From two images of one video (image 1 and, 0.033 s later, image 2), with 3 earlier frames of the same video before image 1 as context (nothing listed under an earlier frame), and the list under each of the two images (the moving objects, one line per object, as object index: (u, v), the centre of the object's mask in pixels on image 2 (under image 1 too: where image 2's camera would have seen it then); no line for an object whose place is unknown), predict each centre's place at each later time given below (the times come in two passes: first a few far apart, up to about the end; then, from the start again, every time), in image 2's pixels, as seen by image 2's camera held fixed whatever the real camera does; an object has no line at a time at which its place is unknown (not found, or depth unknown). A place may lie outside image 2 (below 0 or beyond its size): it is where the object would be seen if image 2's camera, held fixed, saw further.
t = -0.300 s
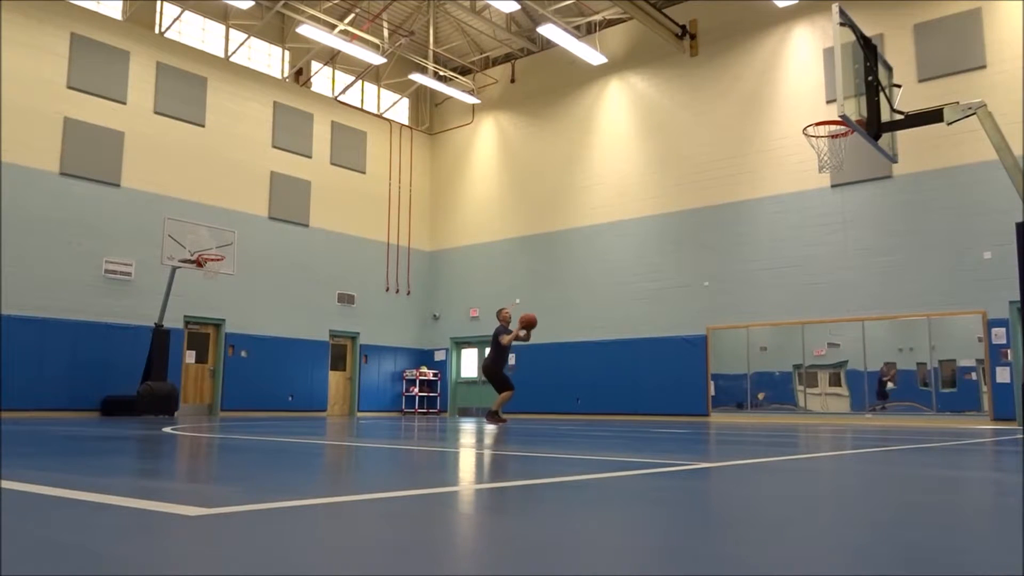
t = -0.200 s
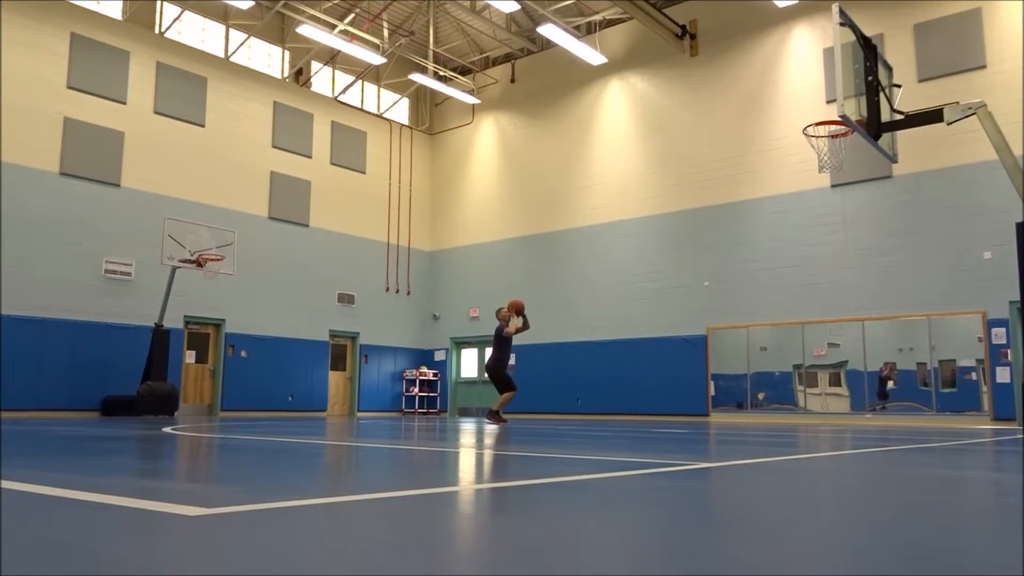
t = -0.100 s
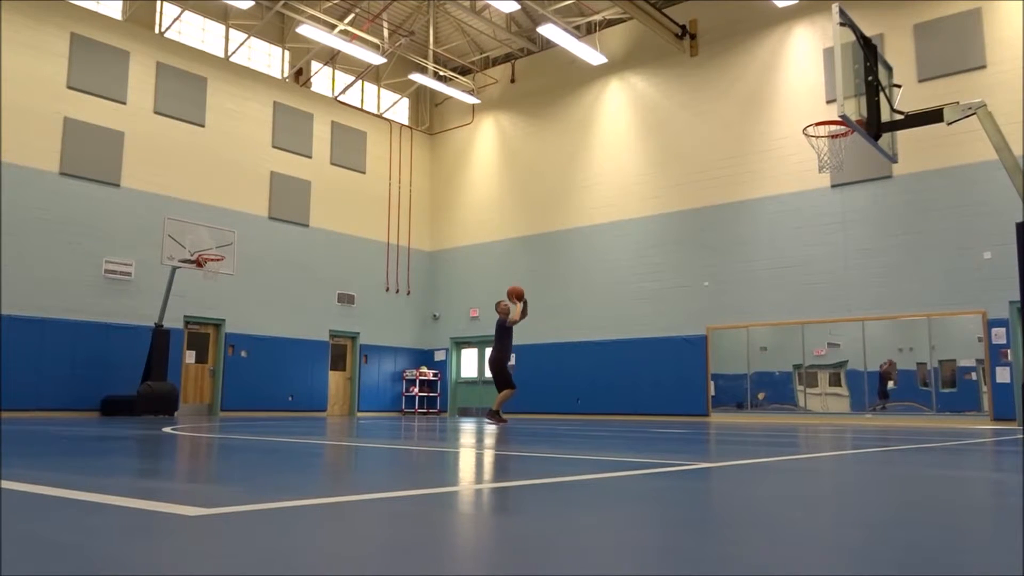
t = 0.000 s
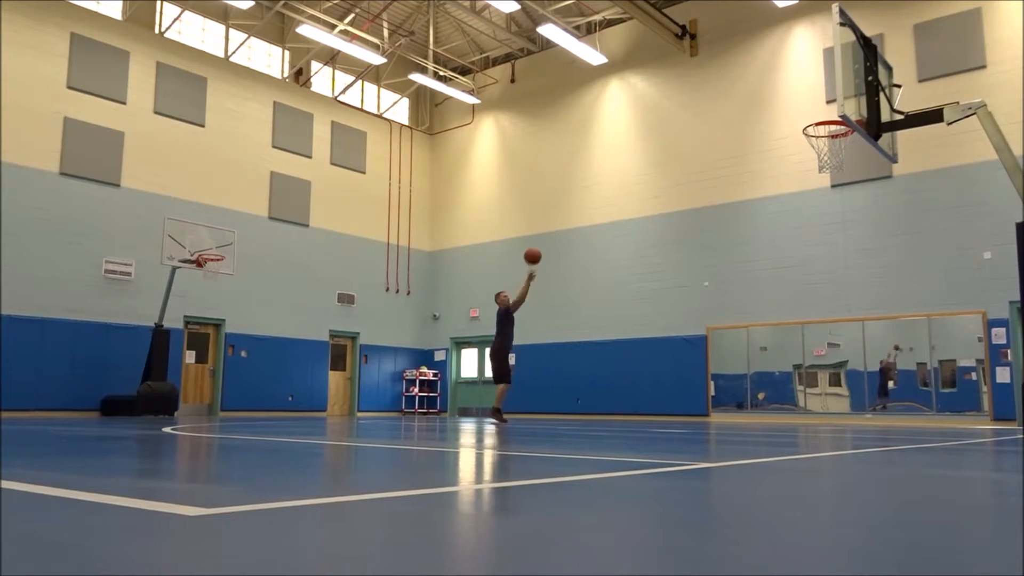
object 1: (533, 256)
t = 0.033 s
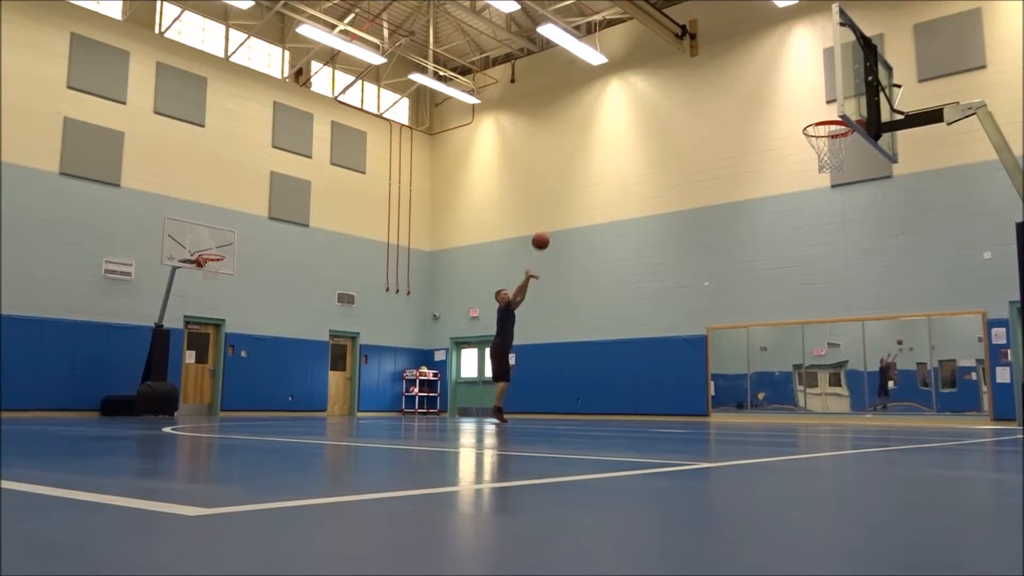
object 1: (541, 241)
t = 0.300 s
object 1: (608, 145)
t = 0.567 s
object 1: (684, 94)
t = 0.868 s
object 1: (782, 100)
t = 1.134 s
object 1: (844, 169)
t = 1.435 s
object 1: (848, 293)
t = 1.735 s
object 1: (838, 371)
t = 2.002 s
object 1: (800, 289)
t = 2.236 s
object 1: (773, 272)
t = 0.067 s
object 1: (549, 227)
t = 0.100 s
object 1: (557, 213)
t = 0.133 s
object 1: (565, 200)
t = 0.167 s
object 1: (574, 188)
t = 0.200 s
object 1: (582, 176)
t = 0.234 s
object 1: (591, 165)
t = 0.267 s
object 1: (600, 155)
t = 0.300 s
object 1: (608, 145)
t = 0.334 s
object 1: (617, 136)
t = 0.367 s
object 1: (626, 128)
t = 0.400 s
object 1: (636, 121)
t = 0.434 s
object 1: (648, 113)
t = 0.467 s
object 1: (656, 107)
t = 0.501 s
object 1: (665, 102)
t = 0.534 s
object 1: (675, 98)
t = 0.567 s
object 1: (684, 94)
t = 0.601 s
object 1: (694, 91)
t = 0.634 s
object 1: (704, 89)
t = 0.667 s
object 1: (715, 88)
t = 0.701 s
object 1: (725, 87)
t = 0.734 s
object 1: (736, 88)
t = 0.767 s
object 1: (747, 89)
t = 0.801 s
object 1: (759, 92)
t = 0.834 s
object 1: (770, 95)
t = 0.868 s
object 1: (782, 100)
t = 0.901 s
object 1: (795, 106)
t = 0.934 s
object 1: (807, 112)
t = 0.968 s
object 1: (820, 120)
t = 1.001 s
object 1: (834, 132)
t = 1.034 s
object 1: (840, 140)
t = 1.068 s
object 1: (843, 152)
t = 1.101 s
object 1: (844, 161)
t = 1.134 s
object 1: (844, 169)
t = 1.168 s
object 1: (844, 179)
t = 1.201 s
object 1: (845, 189)
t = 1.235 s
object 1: (845, 201)
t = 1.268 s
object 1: (845, 214)
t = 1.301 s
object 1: (846, 228)
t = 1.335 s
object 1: (846, 243)
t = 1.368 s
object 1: (847, 258)
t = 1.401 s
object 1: (848, 275)
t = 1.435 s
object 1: (848, 293)
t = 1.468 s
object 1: (849, 312)
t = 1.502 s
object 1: (850, 332)
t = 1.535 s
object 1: (851, 352)
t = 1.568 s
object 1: (852, 374)
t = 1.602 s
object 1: (853, 397)
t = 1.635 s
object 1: (854, 420)
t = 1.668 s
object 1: (849, 403)
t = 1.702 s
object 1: (843, 386)
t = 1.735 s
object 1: (838, 371)
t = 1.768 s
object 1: (833, 357)
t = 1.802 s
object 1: (828, 343)
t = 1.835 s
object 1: (823, 332)
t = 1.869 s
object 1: (818, 321)
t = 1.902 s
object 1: (814, 311)
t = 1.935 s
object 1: (809, 303)
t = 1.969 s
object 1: (805, 295)
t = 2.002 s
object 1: (800, 289)
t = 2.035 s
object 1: (796, 284)
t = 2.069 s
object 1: (792, 280)
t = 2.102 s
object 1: (788, 276)
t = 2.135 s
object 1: (784, 274)
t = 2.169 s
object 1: (780, 273)
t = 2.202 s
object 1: (776, 272)
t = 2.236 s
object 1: (773, 272)
